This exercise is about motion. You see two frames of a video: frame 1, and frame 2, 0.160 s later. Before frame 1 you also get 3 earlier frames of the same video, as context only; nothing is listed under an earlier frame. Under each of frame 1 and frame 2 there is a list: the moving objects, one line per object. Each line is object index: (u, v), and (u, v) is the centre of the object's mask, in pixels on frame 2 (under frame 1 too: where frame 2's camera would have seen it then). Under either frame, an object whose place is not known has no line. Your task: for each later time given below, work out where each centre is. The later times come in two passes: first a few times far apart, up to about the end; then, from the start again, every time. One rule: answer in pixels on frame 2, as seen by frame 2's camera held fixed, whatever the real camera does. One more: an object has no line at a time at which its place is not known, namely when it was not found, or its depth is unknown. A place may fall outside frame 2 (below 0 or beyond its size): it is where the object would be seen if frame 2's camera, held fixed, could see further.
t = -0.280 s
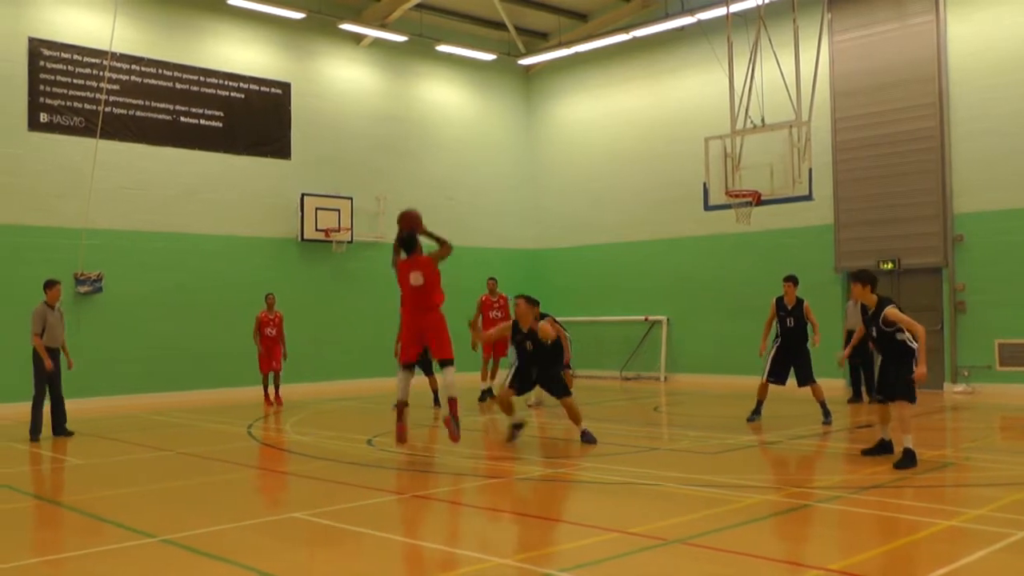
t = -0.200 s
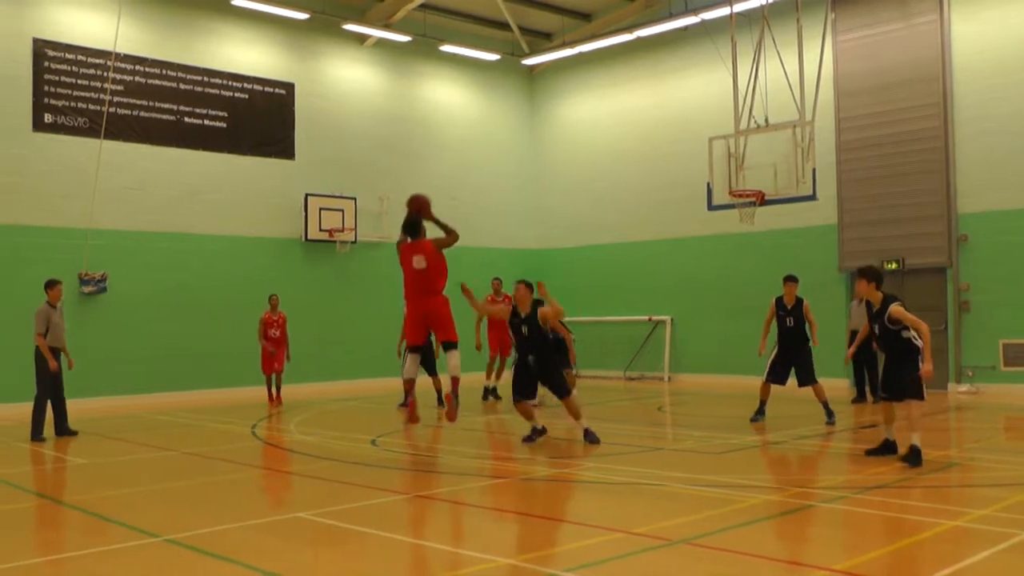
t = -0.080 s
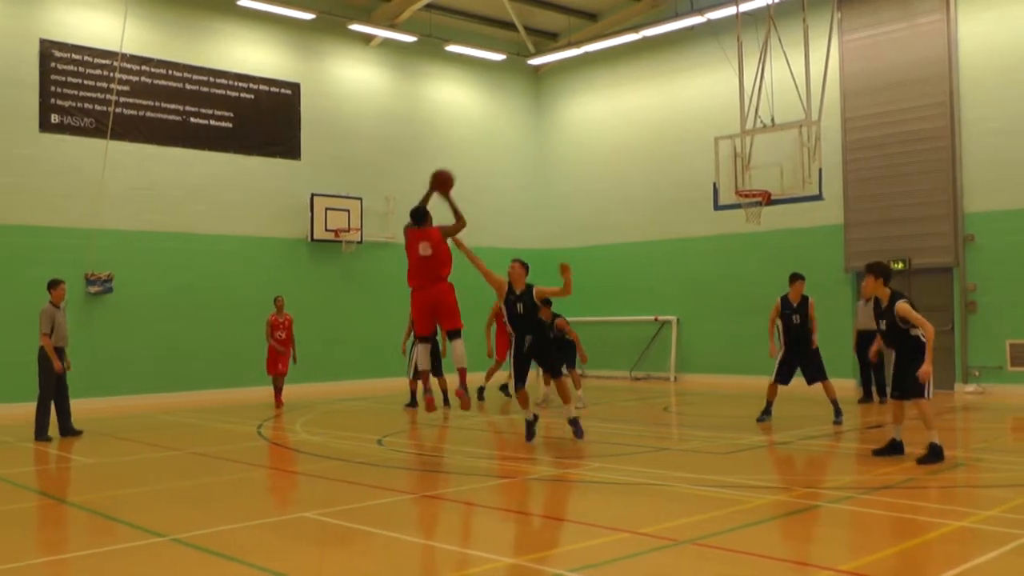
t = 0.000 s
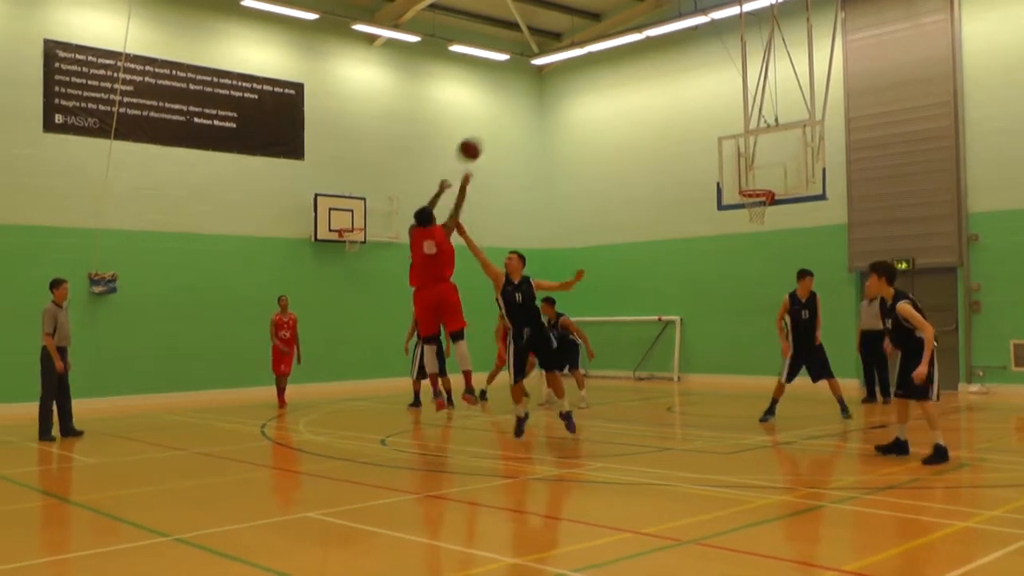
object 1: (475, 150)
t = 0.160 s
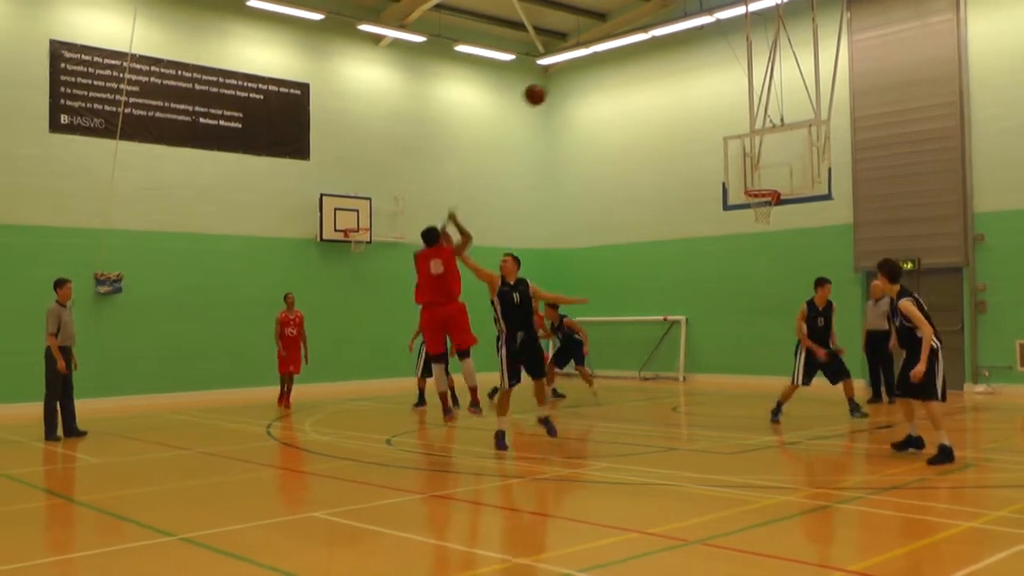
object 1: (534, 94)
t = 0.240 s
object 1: (561, 78)
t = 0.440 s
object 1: (623, 63)
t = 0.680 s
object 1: (686, 86)
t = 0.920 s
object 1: (739, 147)
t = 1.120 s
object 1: (759, 215)
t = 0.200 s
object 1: (548, 84)
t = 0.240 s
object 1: (561, 78)
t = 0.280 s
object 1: (574, 72)
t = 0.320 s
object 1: (587, 68)
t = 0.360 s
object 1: (599, 65)
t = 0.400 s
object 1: (611, 63)
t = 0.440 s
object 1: (623, 63)
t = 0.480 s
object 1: (634, 63)
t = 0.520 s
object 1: (645, 66)
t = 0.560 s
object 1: (655, 69)
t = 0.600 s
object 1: (666, 74)
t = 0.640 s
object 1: (676, 79)
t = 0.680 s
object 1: (686, 86)
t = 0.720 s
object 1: (695, 94)
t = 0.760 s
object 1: (704, 102)
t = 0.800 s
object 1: (714, 112)
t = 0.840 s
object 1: (722, 123)
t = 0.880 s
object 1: (731, 134)
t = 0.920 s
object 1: (739, 147)
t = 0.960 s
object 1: (748, 160)
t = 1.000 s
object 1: (756, 174)
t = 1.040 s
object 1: (764, 189)
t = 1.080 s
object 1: (765, 203)
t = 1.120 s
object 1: (759, 215)
